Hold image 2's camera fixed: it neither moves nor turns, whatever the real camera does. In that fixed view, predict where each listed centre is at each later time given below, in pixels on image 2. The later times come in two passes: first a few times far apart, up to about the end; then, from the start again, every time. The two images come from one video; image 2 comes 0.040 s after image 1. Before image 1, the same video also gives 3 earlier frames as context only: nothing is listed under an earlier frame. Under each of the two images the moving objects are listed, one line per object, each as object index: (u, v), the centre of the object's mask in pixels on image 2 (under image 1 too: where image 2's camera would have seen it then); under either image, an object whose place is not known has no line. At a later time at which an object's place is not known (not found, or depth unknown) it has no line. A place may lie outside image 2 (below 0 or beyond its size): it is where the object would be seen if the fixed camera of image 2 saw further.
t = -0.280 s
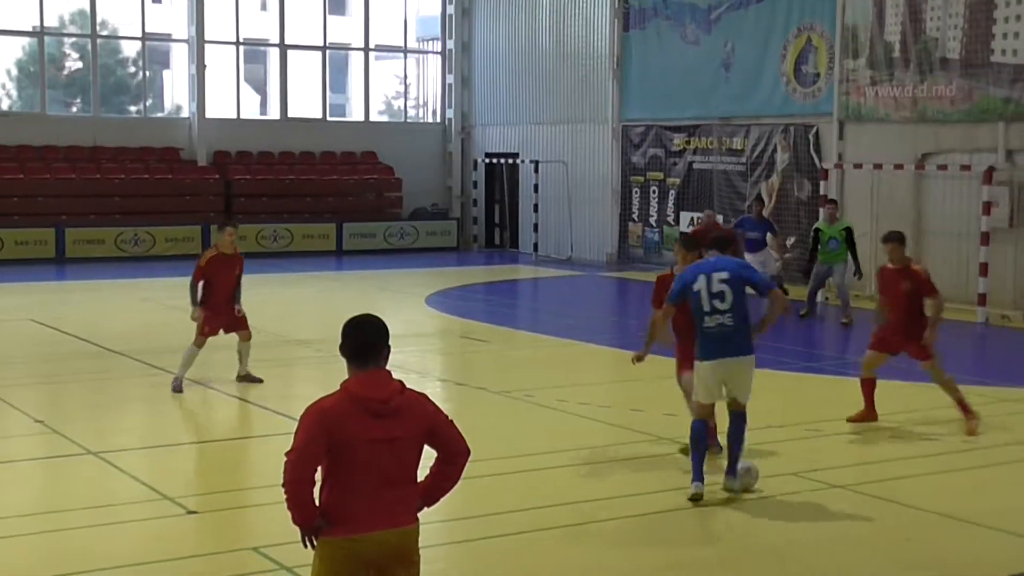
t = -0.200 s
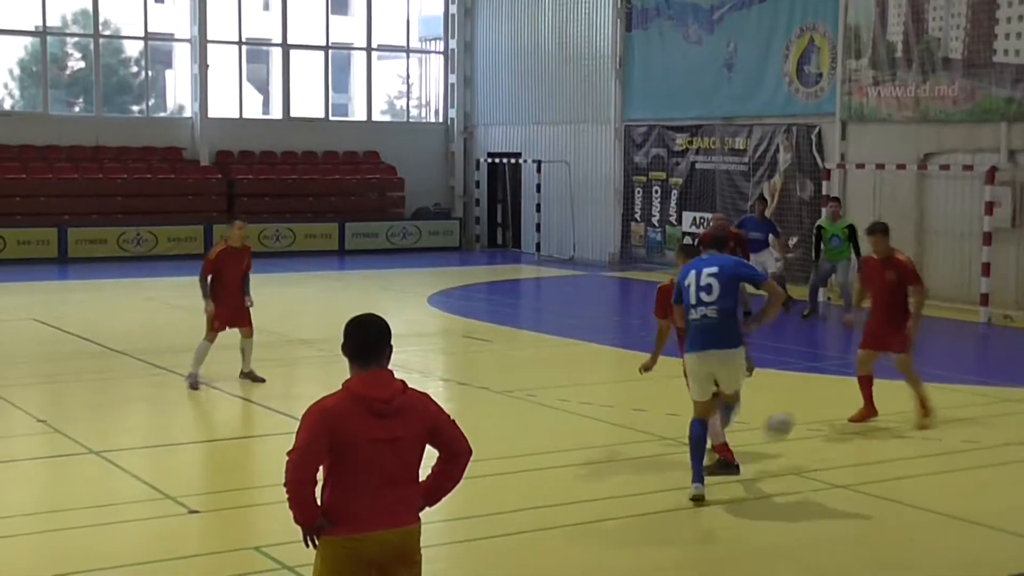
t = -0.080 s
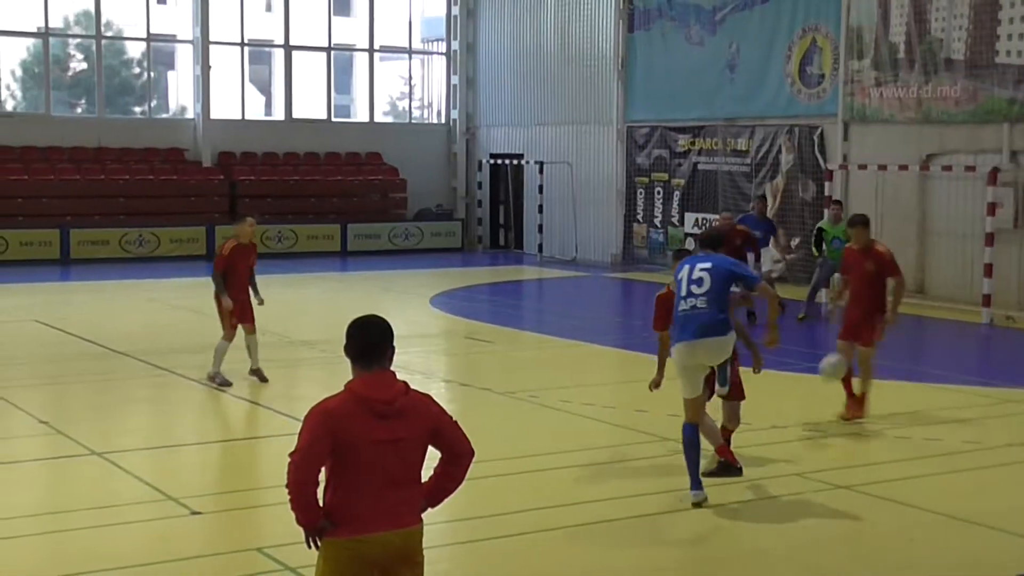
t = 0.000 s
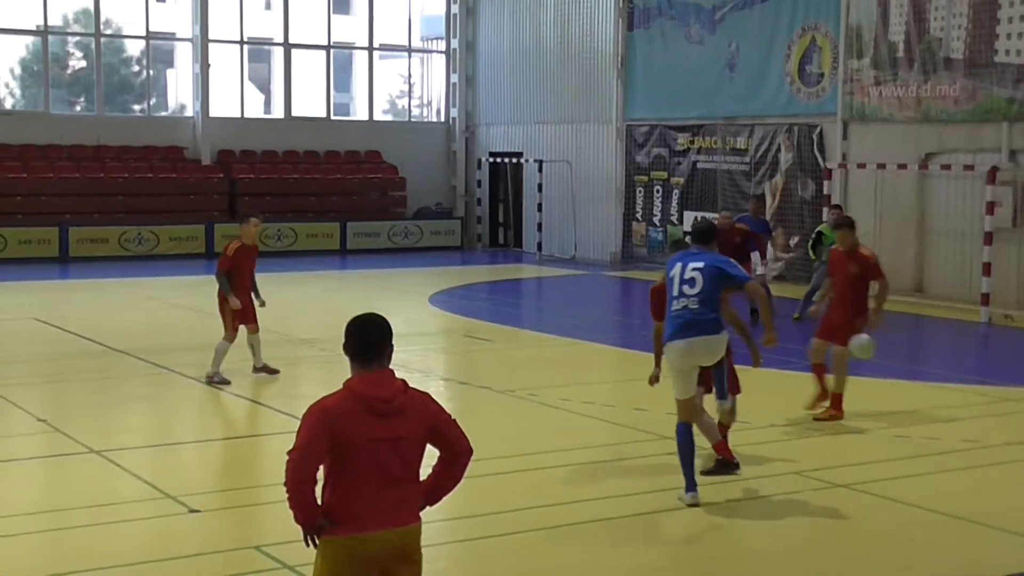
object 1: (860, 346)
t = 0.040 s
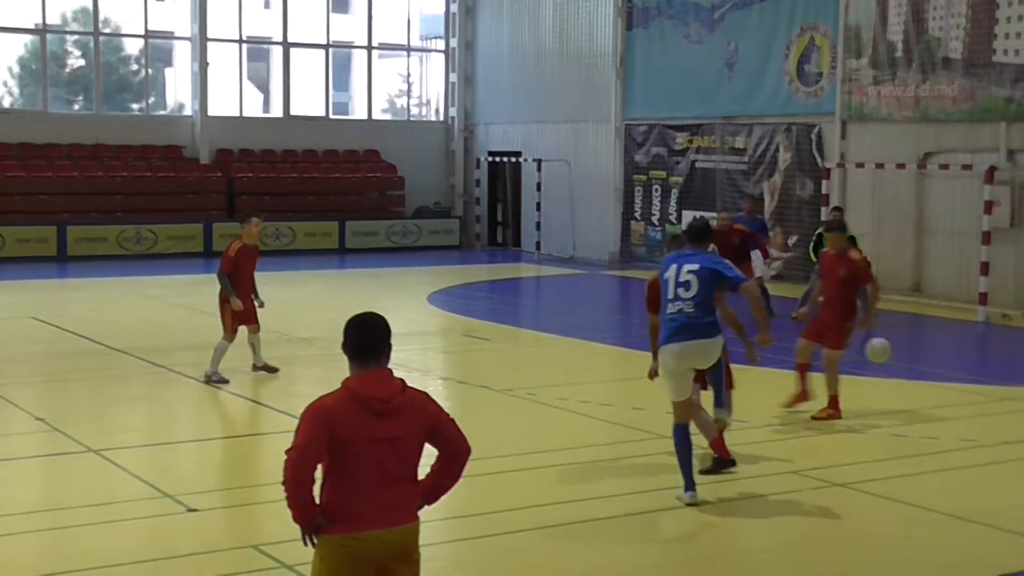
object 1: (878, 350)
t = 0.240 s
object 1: (960, 399)
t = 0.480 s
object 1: (1025, 377)
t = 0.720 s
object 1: (1084, 393)
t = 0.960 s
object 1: (1141, 397)
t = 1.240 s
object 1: (1205, 397)
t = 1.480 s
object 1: (1257, 395)
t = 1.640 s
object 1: (1293, 395)
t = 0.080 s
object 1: (895, 357)
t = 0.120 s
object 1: (912, 365)
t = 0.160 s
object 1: (927, 373)
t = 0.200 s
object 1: (944, 384)
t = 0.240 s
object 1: (960, 399)
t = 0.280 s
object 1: (972, 398)
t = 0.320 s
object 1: (983, 389)
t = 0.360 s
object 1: (994, 384)
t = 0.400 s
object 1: (1004, 380)
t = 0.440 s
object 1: (1015, 378)
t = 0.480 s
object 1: (1025, 377)
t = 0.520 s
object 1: (1035, 378)
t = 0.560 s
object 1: (1044, 381)
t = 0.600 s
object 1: (1054, 385)
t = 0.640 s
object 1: (1064, 392)
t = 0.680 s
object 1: (1075, 397)
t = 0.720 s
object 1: (1084, 393)
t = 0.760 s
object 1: (1094, 392)
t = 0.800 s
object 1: (1103, 391)
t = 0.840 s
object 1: (1114, 392)
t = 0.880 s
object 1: (1124, 394)
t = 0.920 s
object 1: (1133, 399)
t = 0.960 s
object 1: (1141, 397)
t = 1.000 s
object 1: (1150, 395)
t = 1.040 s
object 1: (1160, 395)
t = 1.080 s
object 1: (1169, 397)
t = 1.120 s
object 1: (1178, 397)
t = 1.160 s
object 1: (1187, 397)
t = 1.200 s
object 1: (1197, 397)
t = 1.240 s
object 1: (1205, 397)
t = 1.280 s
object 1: (1213, 397)
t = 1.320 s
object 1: (1222, 396)
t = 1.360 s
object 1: (1230, 396)
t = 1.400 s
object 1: (1239, 395)
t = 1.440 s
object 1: (1247, 395)
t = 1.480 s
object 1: (1257, 395)
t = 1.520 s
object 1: (1265, 394)
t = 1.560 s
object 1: (1275, 394)
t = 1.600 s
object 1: (1284, 395)
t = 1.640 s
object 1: (1293, 395)
